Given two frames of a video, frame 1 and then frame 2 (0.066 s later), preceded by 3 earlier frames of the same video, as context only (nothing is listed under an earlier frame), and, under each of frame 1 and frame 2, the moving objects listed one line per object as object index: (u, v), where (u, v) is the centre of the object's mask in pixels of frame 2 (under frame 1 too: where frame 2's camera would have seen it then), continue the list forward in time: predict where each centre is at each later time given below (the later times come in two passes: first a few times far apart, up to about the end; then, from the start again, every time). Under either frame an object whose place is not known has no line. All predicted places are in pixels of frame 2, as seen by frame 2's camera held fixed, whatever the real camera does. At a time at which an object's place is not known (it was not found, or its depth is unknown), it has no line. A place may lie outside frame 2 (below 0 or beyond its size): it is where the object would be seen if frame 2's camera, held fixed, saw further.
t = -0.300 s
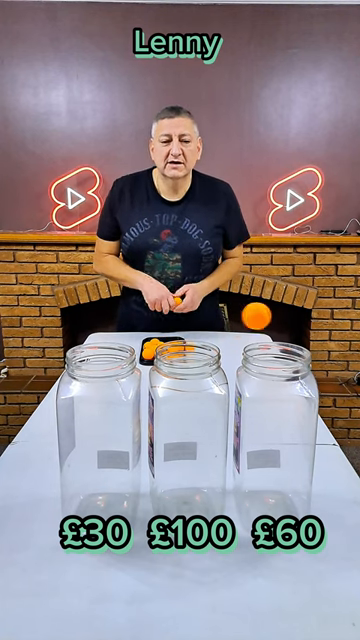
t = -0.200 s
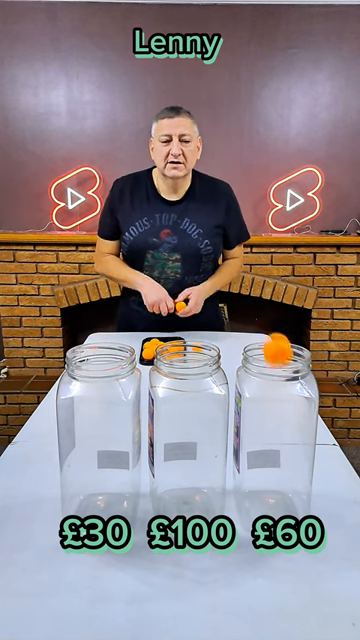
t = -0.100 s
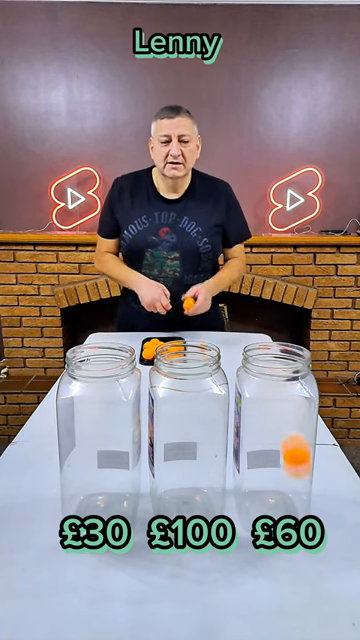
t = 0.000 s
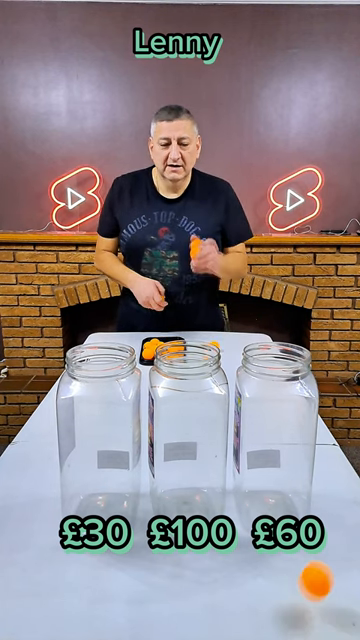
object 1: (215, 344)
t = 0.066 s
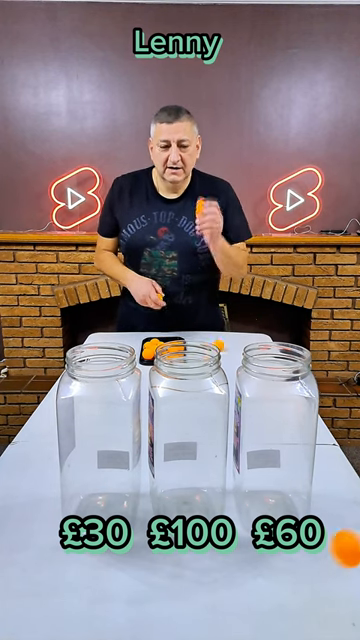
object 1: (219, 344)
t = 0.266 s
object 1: (235, 343)
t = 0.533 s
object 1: (261, 340)
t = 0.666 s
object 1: (276, 340)
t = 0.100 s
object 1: (222, 345)
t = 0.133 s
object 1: (224, 344)
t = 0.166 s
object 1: (227, 344)
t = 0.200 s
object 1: (230, 344)
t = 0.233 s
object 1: (232, 344)
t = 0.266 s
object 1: (235, 343)
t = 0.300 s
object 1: (238, 343)
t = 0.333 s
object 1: (242, 342)
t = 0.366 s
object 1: (245, 342)
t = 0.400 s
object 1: (247, 342)
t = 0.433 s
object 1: (250, 341)
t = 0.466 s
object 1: (254, 340)
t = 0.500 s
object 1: (258, 340)
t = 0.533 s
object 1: (261, 340)
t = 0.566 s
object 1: (265, 339)
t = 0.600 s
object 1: (269, 340)
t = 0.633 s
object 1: (273, 340)
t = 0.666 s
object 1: (276, 340)
